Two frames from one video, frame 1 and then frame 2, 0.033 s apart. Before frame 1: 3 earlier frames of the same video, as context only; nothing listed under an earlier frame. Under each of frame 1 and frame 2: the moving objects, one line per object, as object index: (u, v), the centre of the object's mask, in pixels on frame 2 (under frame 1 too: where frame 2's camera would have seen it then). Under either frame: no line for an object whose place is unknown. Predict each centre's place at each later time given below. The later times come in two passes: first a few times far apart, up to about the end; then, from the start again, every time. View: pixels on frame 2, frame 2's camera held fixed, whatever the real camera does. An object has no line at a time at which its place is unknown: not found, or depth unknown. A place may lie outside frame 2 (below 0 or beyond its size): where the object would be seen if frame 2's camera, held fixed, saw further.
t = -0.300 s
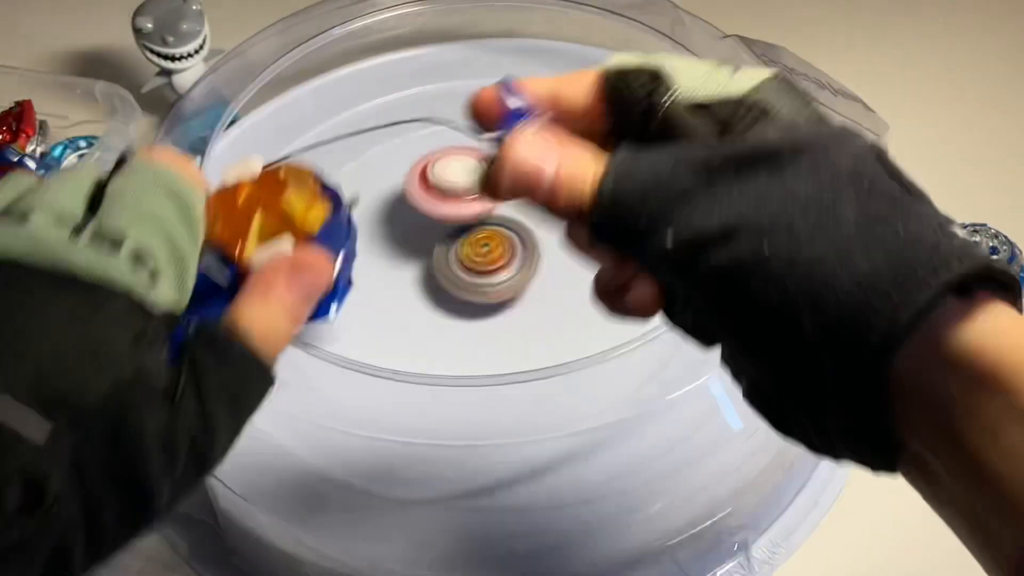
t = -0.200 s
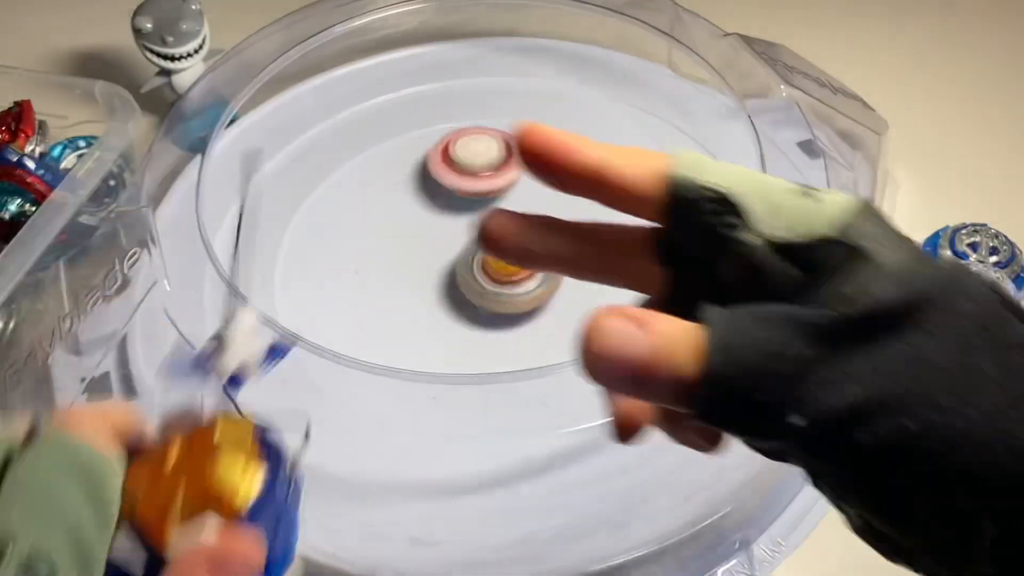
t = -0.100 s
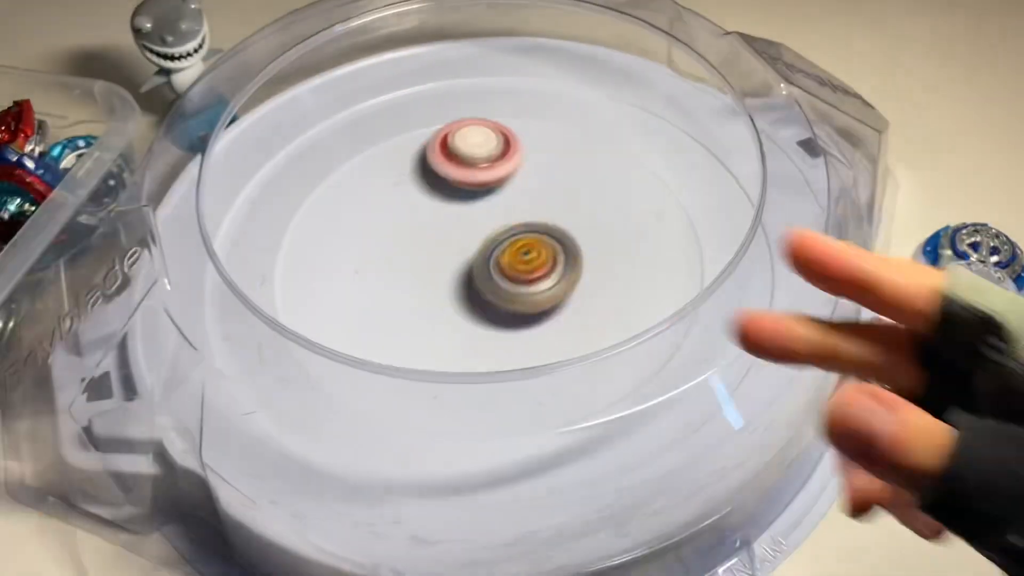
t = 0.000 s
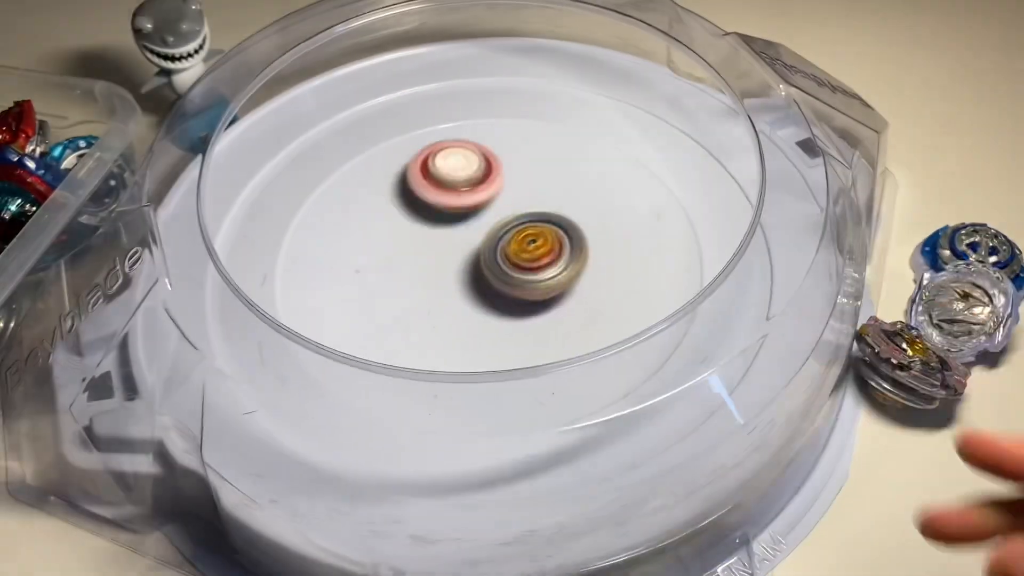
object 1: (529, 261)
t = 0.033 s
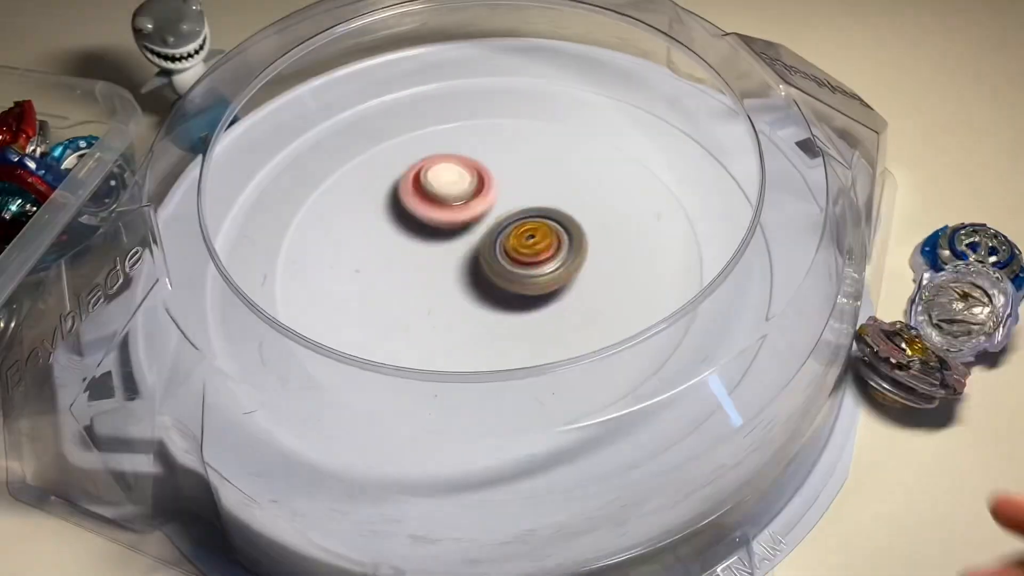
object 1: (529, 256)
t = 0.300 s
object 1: (535, 255)
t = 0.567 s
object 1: (469, 249)
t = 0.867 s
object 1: (490, 284)
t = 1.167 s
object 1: (514, 259)
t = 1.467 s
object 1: (558, 206)
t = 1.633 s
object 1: (534, 197)
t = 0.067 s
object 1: (527, 253)
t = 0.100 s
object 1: (537, 257)
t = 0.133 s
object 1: (544, 262)
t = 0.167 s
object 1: (548, 263)
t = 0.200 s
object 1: (548, 263)
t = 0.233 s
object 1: (547, 262)
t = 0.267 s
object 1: (542, 259)
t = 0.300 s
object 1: (535, 255)
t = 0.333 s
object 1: (527, 251)
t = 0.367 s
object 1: (517, 247)
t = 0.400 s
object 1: (508, 243)
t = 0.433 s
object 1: (501, 242)
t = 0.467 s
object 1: (494, 242)
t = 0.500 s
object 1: (485, 245)
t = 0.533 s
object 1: (477, 247)
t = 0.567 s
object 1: (469, 249)
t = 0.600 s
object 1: (464, 253)
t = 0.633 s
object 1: (461, 258)
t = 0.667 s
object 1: (462, 260)
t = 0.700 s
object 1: (463, 266)
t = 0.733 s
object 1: (466, 273)
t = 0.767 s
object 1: (472, 279)
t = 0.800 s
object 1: (478, 283)
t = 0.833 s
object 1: (484, 284)
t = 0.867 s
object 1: (490, 284)
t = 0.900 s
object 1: (491, 287)
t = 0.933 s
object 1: (498, 287)
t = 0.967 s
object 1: (504, 285)
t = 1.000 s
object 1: (511, 282)
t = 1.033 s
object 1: (517, 278)
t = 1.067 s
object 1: (521, 274)
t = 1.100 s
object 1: (522, 268)
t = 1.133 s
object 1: (519, 263)
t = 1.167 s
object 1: (514, 259)
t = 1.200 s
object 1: (505, 257)
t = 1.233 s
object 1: (494, 256)
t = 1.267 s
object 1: (483, 257)
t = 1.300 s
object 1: (472, 261)
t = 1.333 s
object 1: (475, 259)
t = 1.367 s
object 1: (503, 244)
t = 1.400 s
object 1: (528, 230)
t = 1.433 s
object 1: (546, 217)
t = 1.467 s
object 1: (558, 206)
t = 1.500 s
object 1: (564, 200)
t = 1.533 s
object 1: (563, 195)
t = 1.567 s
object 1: (558, 193)
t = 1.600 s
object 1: (548, 194)
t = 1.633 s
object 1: (534, 197)
